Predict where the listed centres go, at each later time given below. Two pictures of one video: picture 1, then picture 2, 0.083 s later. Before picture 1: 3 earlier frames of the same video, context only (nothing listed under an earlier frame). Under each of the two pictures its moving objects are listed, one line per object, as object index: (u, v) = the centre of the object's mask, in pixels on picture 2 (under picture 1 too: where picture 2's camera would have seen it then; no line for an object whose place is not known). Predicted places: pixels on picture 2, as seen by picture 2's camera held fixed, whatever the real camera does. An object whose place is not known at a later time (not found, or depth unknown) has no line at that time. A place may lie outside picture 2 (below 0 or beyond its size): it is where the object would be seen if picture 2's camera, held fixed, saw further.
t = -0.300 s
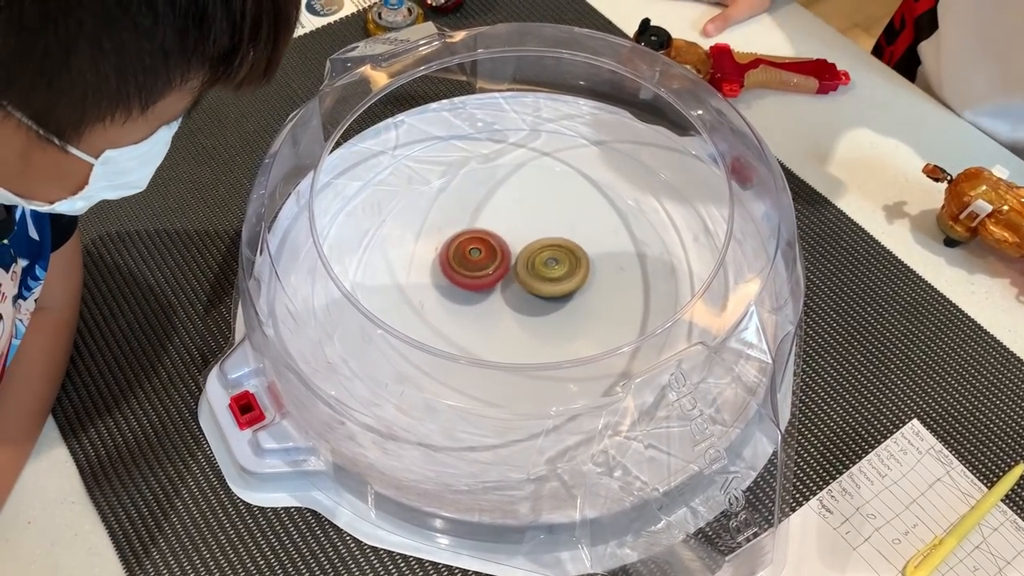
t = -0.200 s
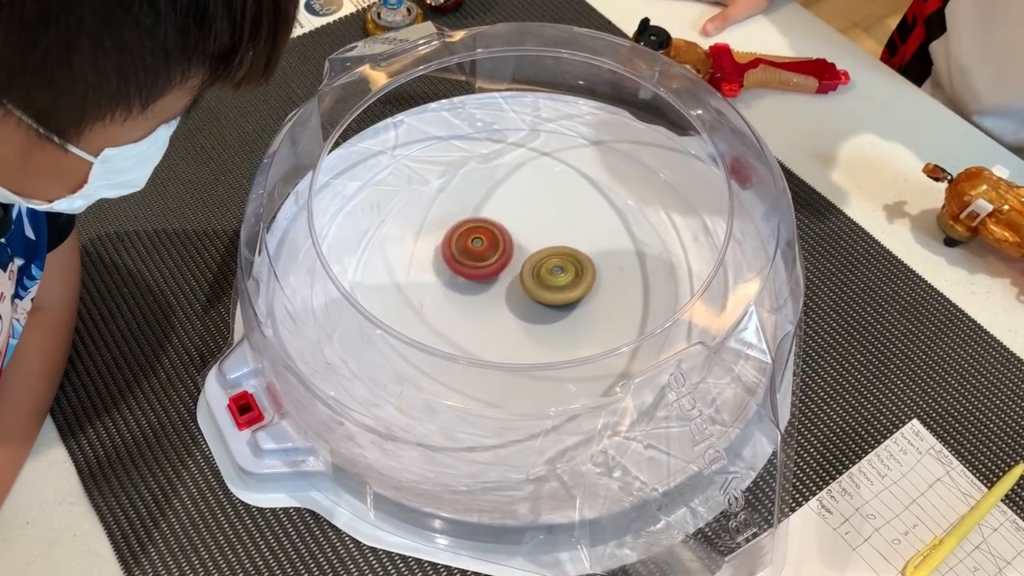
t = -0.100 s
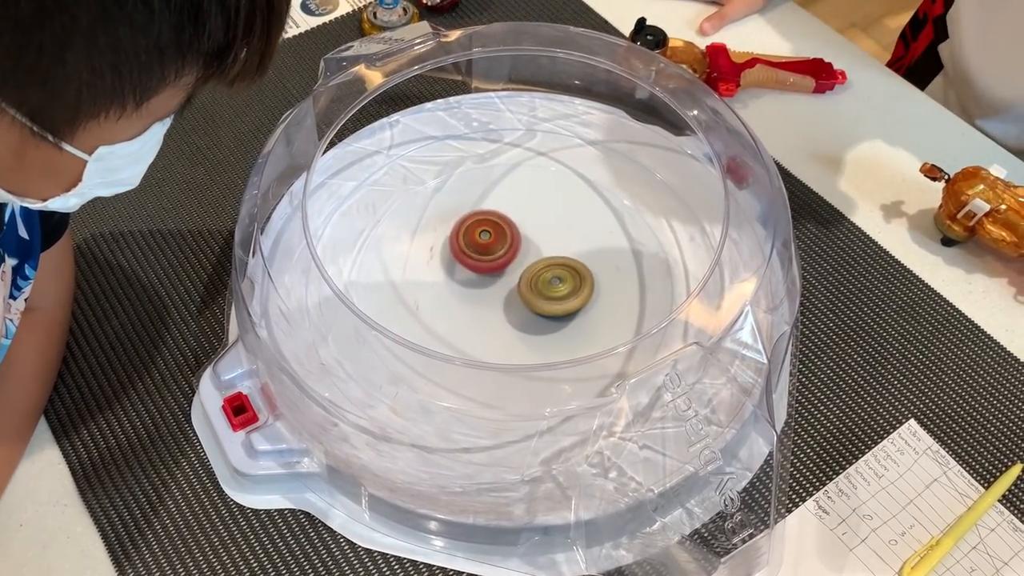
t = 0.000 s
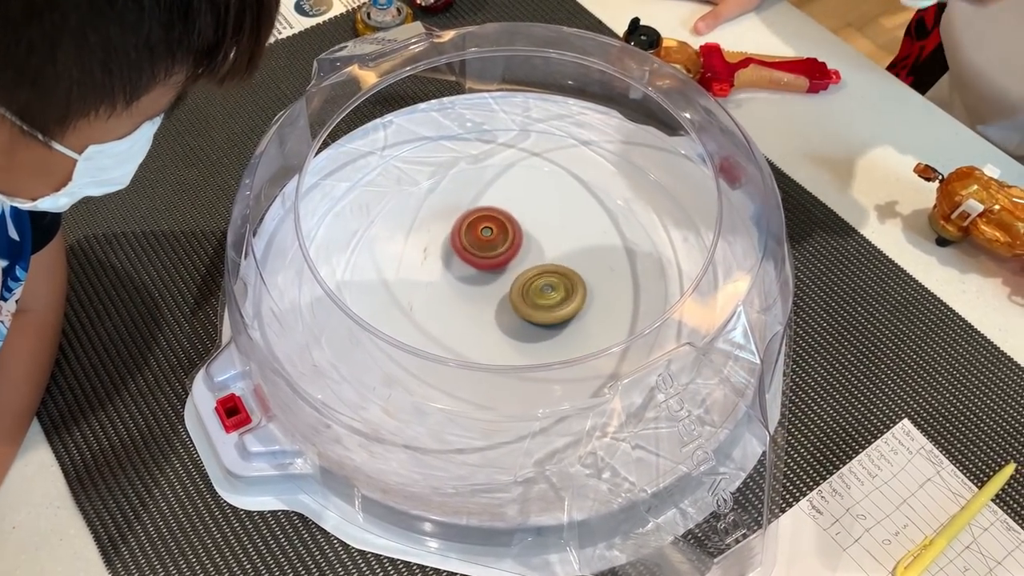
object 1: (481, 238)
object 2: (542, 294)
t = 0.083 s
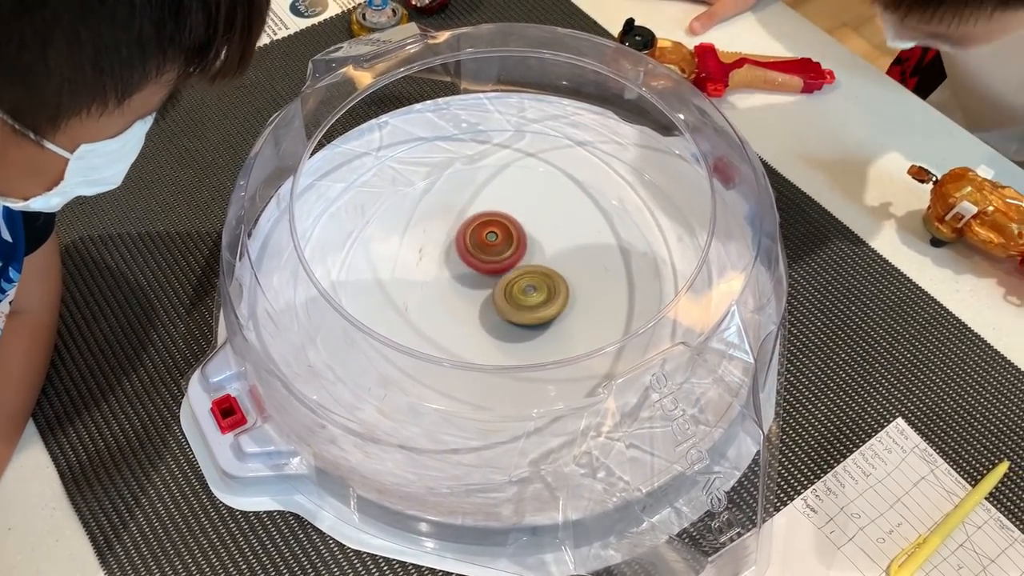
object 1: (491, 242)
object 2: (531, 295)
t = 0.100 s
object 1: (489, 239)
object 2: (531, 298)
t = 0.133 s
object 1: (486, 234)
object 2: (534, 304)
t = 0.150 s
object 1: (485, 233)
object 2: (534, 306)
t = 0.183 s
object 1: (486, 234)
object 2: (533, 308)
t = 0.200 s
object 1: (486, 236)
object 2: (532, 308)
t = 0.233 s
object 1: (488, 240)
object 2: (529, 308)
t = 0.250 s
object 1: (489, 243)
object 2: (527, 308)
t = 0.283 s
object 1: (491, 249)
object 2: (524, 306)
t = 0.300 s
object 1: (492, 250)
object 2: (524, 307)
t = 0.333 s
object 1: (487, 245)
